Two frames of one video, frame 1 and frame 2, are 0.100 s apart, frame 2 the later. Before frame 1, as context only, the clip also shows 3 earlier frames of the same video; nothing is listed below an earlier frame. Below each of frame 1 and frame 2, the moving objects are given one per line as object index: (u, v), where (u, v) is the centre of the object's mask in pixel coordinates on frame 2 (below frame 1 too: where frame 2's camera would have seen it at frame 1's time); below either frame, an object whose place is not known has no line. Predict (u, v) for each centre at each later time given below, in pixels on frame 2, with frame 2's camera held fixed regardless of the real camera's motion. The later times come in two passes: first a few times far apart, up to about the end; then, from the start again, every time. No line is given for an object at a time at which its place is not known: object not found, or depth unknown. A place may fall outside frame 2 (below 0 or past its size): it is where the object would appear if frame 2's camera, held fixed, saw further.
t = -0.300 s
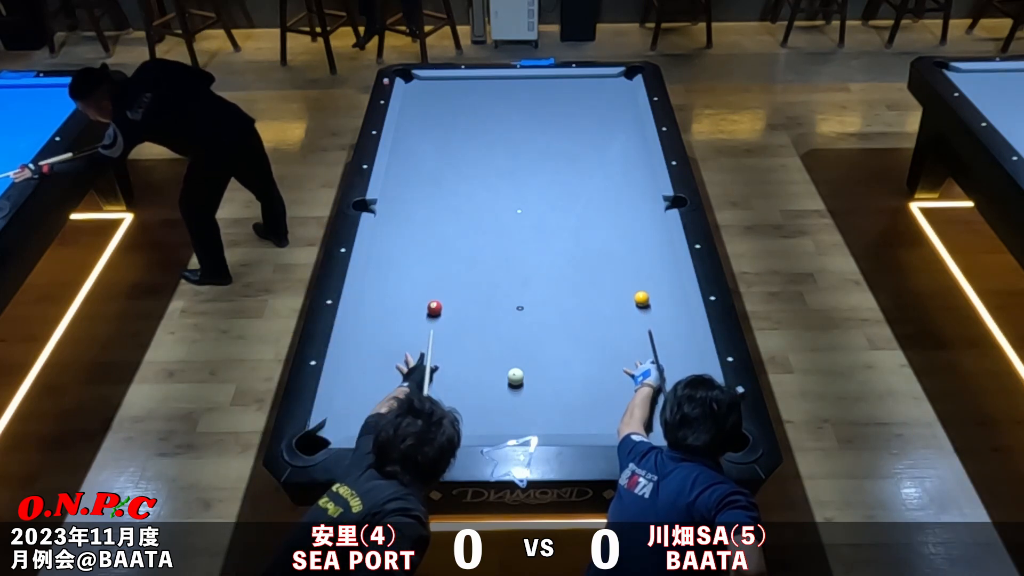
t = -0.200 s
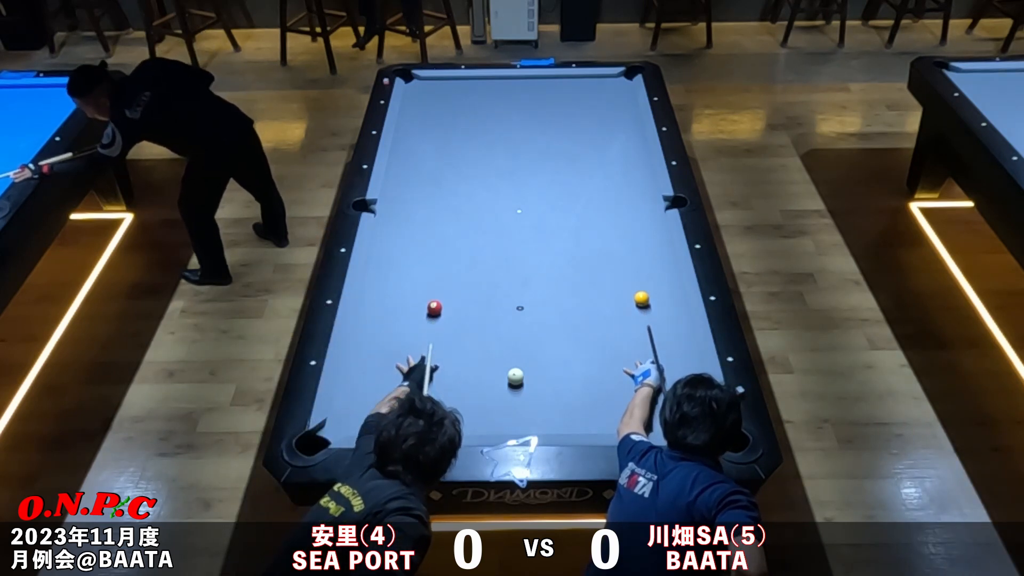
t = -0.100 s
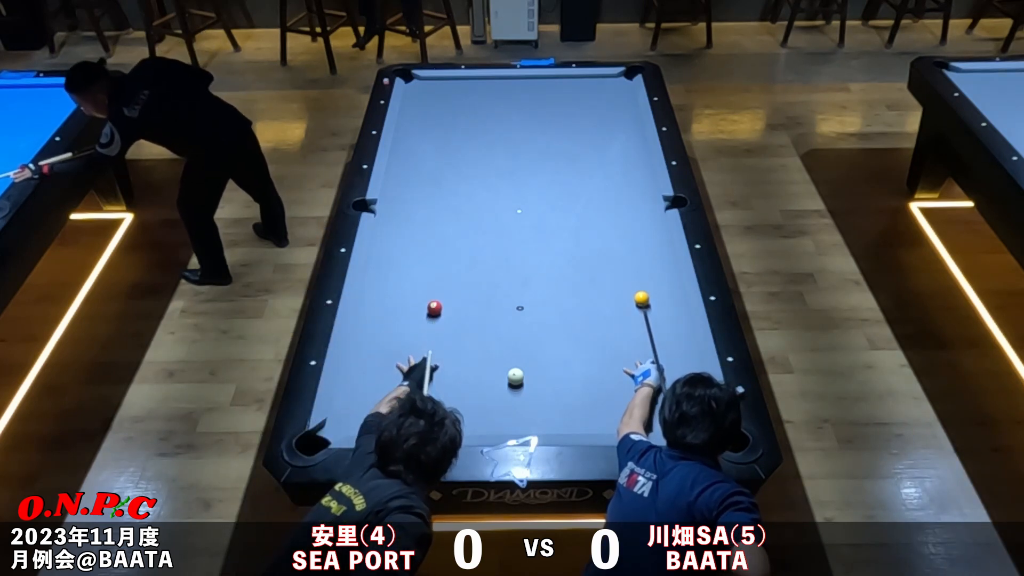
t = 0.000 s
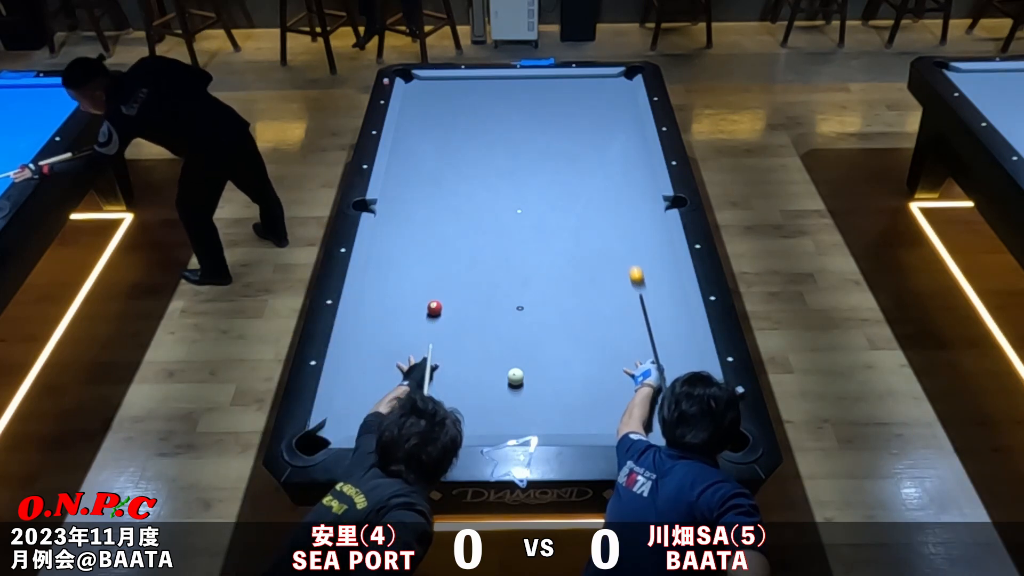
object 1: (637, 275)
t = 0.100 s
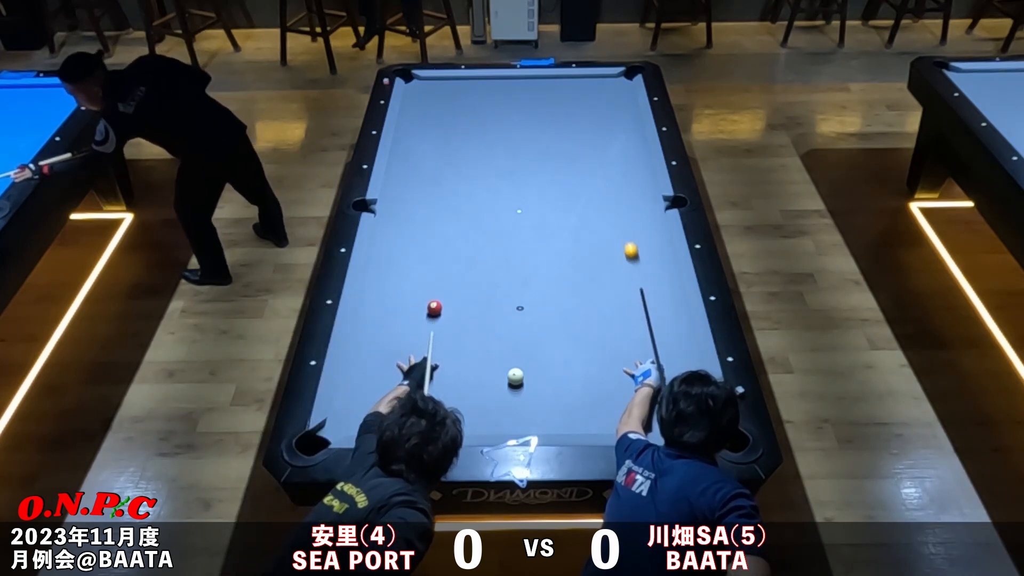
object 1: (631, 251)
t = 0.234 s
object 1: (626, 225)
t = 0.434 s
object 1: (618, 192)
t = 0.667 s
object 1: (610, 157)
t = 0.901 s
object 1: (604, 127)
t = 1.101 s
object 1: (599, 104)
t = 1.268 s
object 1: (595, 87)
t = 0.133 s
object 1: (630, 244)
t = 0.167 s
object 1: (628, 237)
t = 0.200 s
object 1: (627, 231)
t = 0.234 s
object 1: (626, 225)
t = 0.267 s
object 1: (624, 219)
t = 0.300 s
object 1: (623, 213)
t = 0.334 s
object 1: (622, 208)
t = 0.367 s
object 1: (620, 202)
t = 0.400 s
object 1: (619, 197)
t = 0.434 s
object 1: (618, 192)
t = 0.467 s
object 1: (617, 186)
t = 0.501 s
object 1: (616, 181)
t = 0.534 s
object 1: (614, 176)
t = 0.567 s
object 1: (613, 171)
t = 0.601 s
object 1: (612, 166)
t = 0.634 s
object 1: (612, 162)
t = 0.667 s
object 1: (610, 157)
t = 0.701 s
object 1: (609, 153)
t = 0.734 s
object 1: (608, 148)
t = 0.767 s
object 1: (608, 144)
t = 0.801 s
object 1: (607, 139)
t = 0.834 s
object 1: (605, 135)
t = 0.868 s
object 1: (605, 131)
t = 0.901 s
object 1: (604, 127)
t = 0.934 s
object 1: (603, 123)
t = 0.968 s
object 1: (602, 119)
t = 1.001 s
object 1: (601, 115)
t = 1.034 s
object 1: (600, 111)
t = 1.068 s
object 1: (600, 108)
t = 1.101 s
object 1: (599, 104)
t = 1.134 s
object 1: (598, 101)
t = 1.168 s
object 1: (597, 97)
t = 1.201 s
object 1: (597, 94)
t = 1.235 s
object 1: (596, 91)
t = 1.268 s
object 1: (595, 87)
